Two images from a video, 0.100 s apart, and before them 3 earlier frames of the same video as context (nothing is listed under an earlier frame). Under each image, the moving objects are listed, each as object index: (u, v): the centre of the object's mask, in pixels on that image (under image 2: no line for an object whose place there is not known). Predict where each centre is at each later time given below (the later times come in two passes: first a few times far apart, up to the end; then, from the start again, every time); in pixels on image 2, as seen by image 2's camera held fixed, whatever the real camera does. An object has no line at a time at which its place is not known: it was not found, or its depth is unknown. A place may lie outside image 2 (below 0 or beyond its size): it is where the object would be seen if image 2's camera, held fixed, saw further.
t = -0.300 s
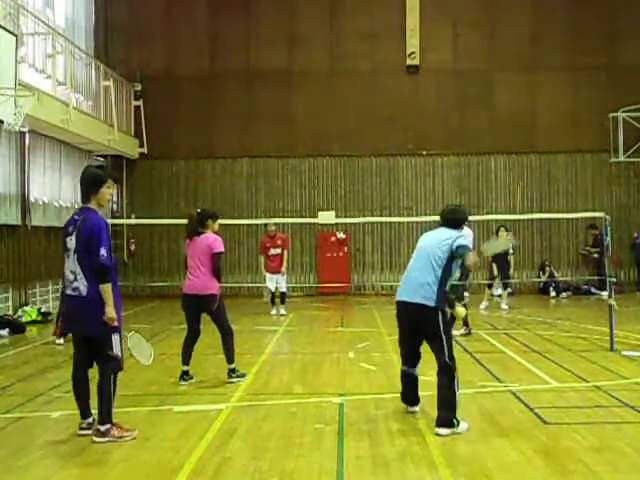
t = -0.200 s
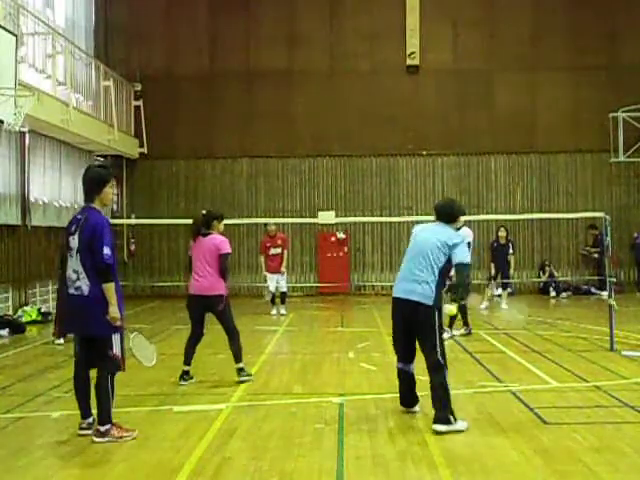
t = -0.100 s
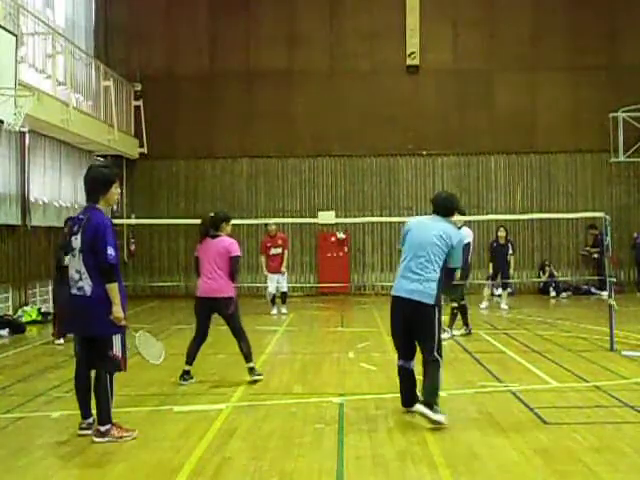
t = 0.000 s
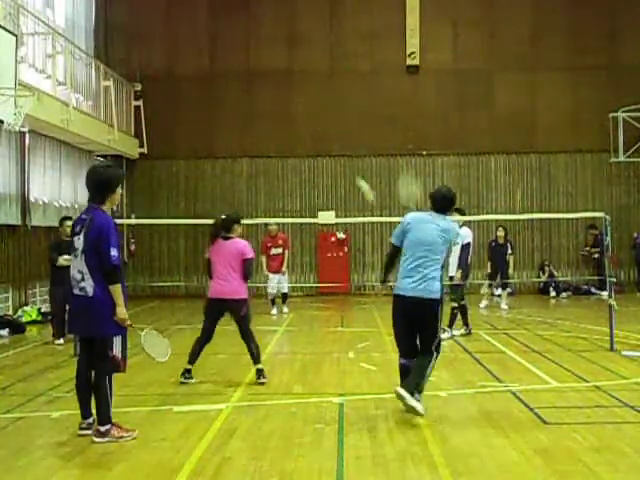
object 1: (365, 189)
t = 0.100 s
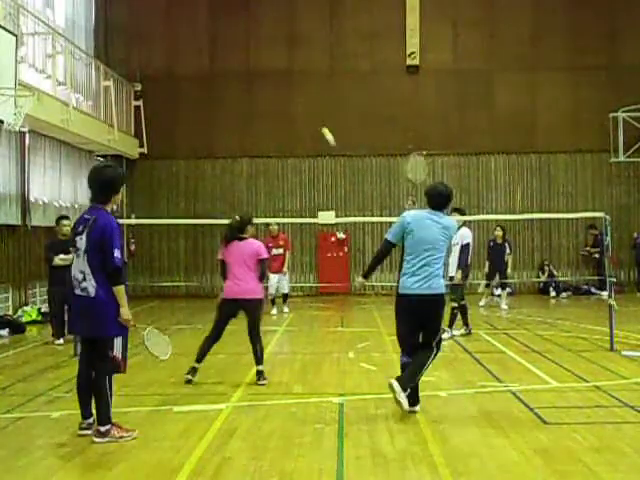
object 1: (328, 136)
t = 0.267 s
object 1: (293, 98)
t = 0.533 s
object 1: (267, 102)
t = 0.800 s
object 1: (251, 140)
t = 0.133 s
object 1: (319, 125)
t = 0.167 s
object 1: (312, 117)
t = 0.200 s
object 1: (305, 109)
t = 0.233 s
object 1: (298, 102)
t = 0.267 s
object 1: (293, 98)
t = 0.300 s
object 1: (289, 96)
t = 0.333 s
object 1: (286, 95)
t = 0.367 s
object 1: (282, 94)
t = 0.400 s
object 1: (280, 95)
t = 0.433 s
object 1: (277, 96)
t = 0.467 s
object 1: (273, 97)
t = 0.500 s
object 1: (270, 99)
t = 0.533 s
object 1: (267, 102)
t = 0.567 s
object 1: (265, 105)
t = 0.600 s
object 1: (262, 109)
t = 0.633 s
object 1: (259, 113)
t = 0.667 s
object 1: (257, 118)
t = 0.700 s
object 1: (255, 123)
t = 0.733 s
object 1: (253, 128)
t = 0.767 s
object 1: (252, 134)
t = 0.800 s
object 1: (251, 140)
